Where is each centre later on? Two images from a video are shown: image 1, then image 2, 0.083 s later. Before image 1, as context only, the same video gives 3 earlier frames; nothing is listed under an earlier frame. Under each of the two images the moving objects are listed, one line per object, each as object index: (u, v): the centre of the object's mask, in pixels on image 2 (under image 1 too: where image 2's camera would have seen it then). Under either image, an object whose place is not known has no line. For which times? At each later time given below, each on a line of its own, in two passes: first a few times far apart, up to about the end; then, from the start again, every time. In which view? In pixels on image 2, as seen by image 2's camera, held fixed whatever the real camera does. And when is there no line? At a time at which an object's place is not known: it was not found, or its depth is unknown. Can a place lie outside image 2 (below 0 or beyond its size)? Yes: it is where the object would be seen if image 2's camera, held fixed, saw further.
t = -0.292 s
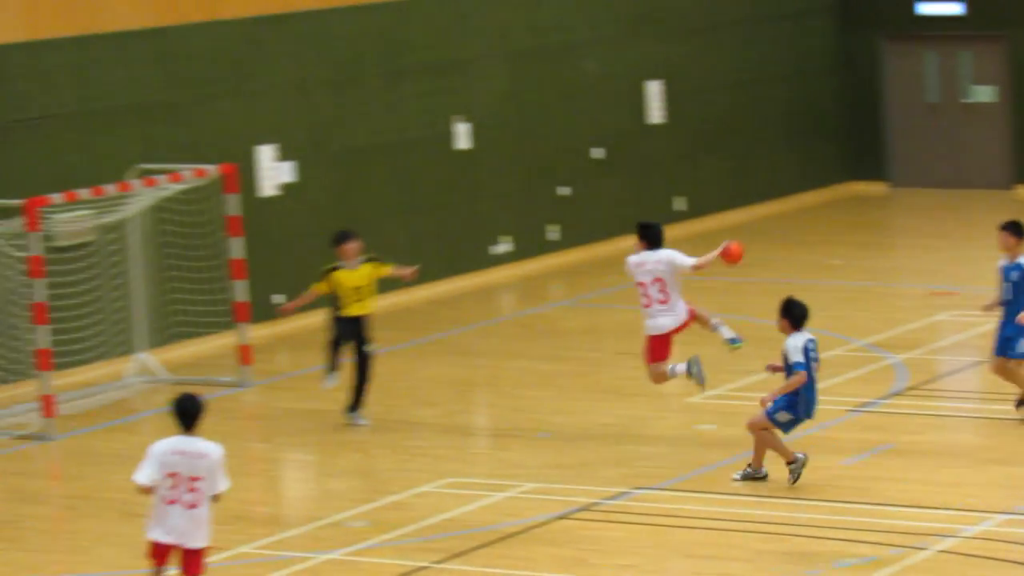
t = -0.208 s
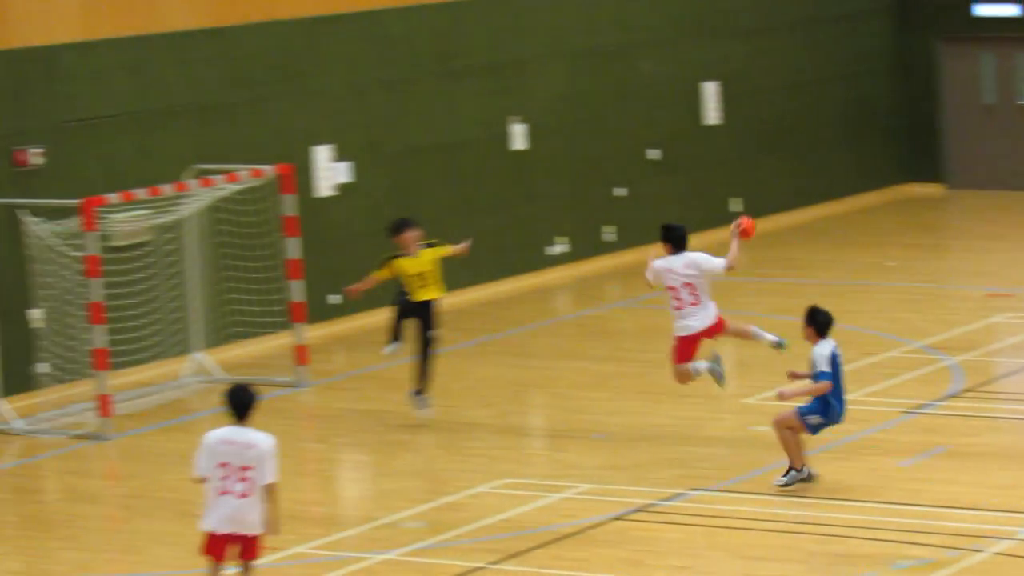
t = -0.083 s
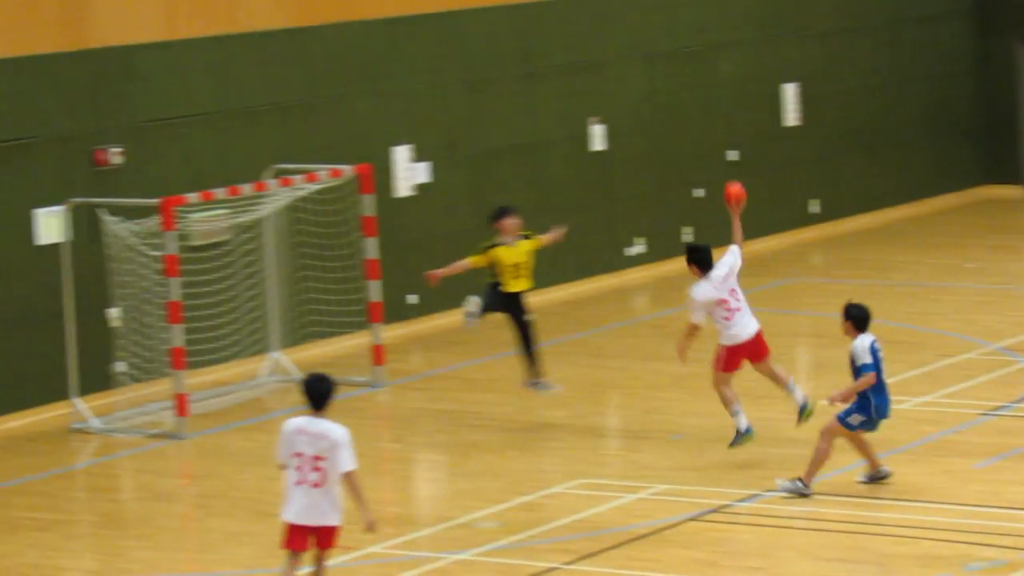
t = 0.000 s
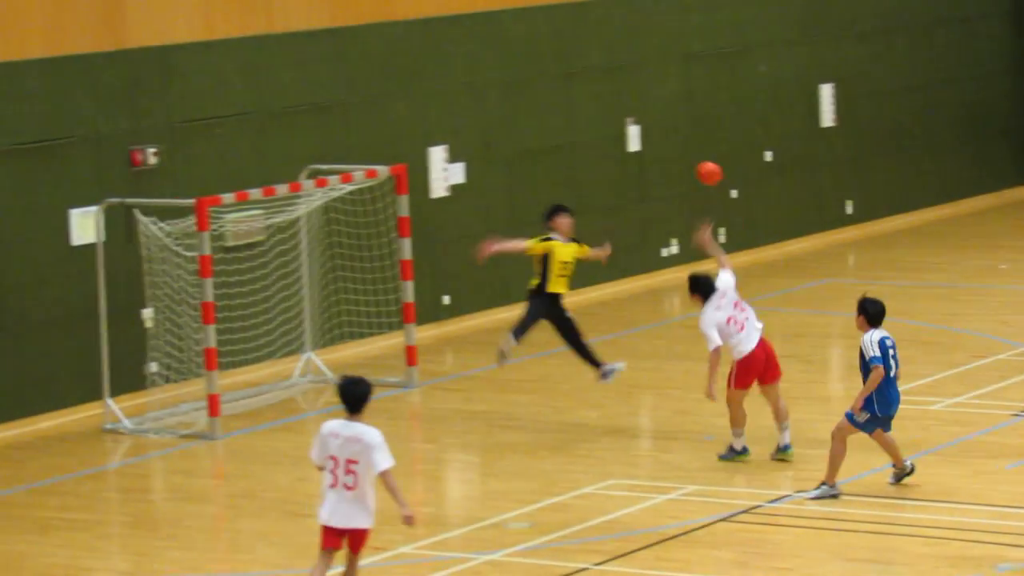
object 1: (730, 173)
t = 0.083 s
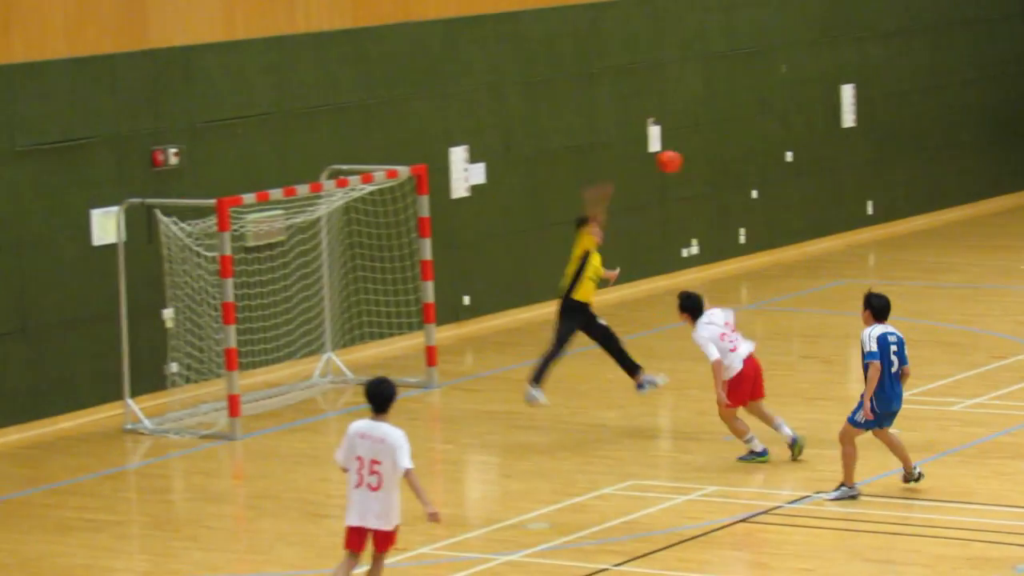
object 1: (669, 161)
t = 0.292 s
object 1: (530, 165)
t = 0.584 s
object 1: (349, 247)
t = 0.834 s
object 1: (242, 334)
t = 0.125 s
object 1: (641, 159)
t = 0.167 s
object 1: (613, 158)
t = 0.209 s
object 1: (585, 159)
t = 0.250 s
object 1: (557, 161)
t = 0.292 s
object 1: (530, 165)
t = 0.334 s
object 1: (503, 172)
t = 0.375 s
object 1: (477, 182)
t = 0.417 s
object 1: (446, 191)
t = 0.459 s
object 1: (424, 202)
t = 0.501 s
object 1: (398, 216)
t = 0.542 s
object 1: (373, 231)
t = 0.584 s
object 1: (349, 247)
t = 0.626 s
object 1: (323, 265)
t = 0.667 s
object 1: (298, 286)
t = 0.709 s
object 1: (278, 304)
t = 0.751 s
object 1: (263, 317)
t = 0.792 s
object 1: (253, 326)
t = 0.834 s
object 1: (242, 334)
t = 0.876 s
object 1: (237, 346)
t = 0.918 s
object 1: (219, 358)
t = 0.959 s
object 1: (221, 372)
